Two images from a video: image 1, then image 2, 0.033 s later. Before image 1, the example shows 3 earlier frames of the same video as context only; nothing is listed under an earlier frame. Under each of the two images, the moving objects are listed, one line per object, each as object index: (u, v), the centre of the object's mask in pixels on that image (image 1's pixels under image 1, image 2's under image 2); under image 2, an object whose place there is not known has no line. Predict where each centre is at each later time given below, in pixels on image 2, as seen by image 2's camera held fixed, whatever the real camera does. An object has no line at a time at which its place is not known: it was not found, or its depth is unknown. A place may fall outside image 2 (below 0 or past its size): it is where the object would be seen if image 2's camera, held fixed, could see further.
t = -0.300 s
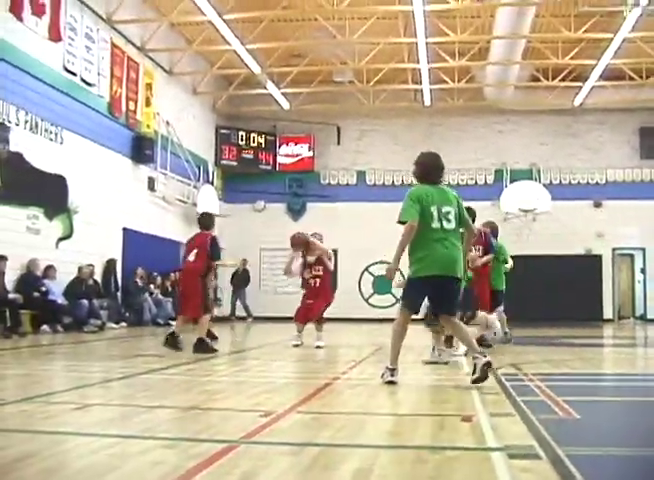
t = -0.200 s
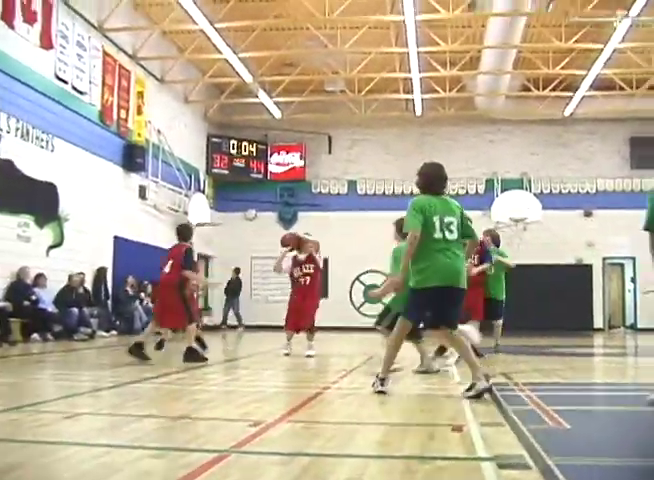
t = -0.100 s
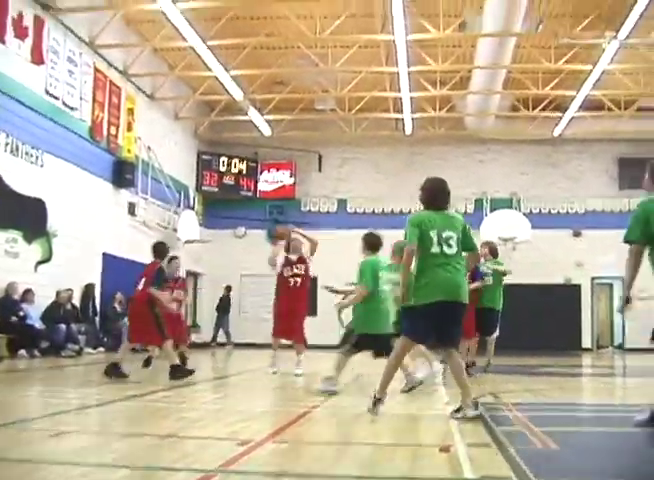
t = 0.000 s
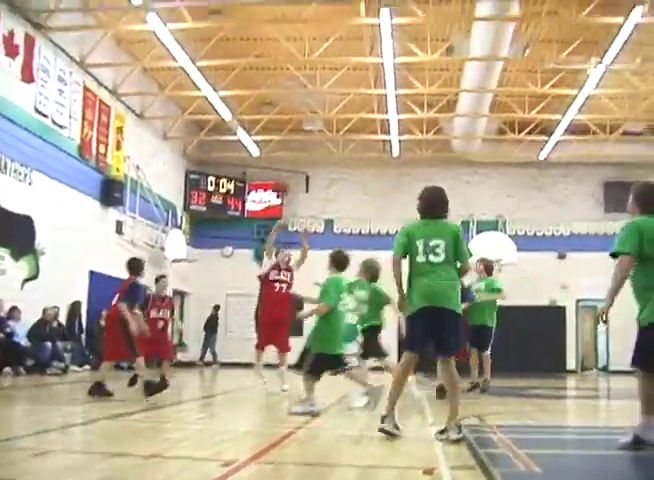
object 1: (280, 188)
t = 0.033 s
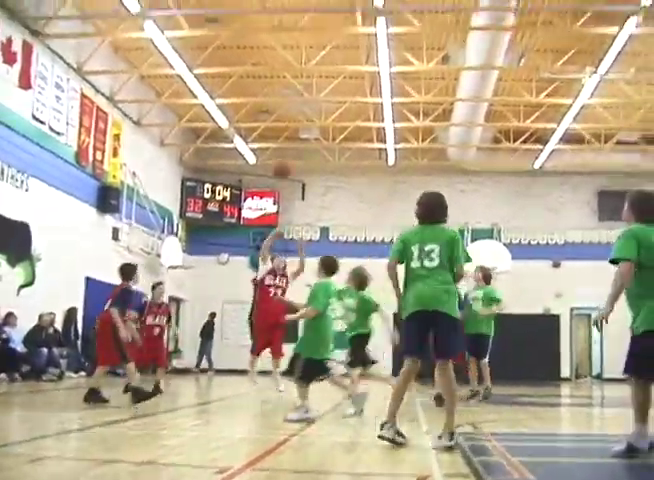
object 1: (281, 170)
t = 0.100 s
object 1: (294, 121)
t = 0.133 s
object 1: (300, 97)
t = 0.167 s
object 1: (305, 73)
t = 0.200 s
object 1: (311, 51)
